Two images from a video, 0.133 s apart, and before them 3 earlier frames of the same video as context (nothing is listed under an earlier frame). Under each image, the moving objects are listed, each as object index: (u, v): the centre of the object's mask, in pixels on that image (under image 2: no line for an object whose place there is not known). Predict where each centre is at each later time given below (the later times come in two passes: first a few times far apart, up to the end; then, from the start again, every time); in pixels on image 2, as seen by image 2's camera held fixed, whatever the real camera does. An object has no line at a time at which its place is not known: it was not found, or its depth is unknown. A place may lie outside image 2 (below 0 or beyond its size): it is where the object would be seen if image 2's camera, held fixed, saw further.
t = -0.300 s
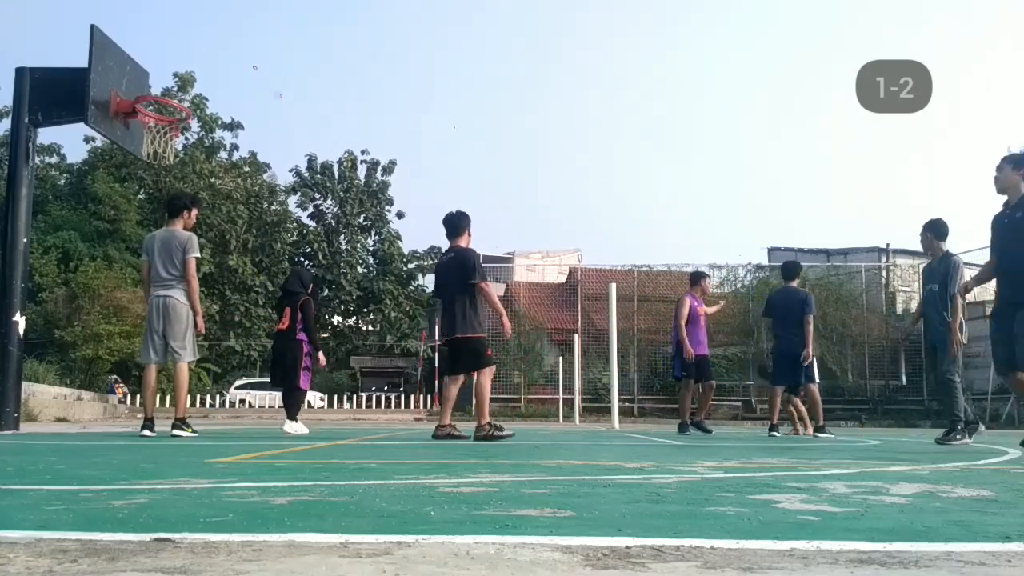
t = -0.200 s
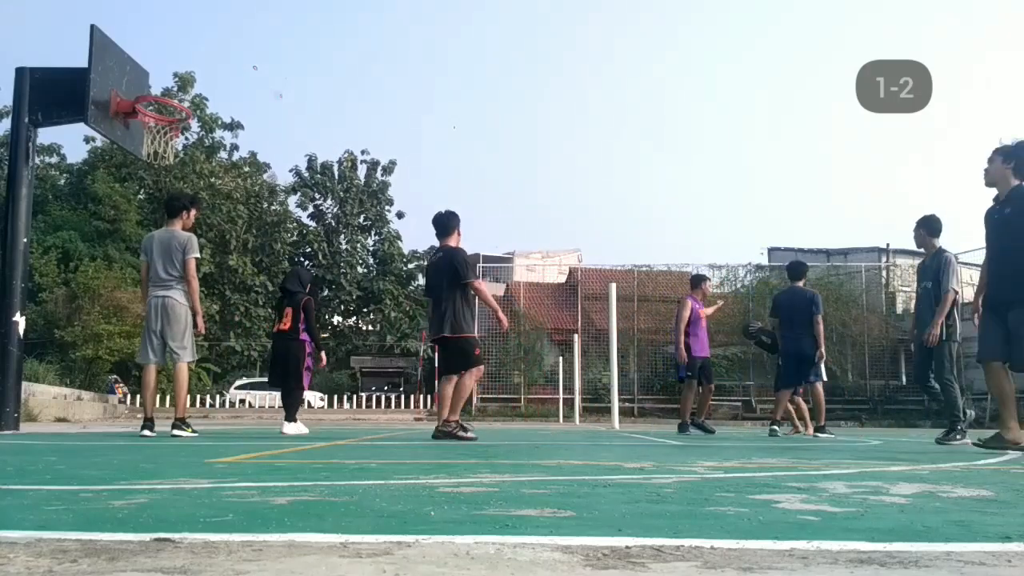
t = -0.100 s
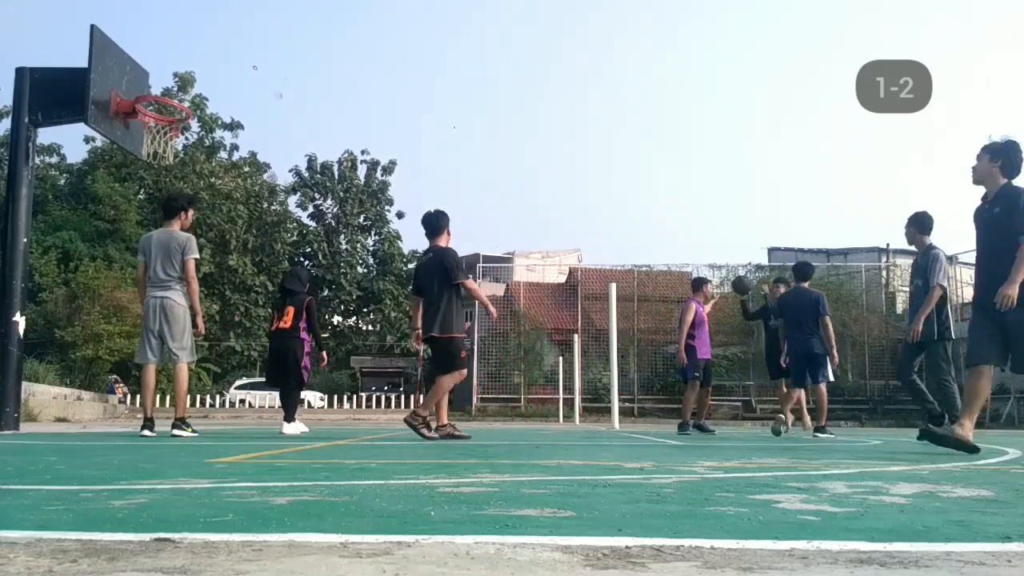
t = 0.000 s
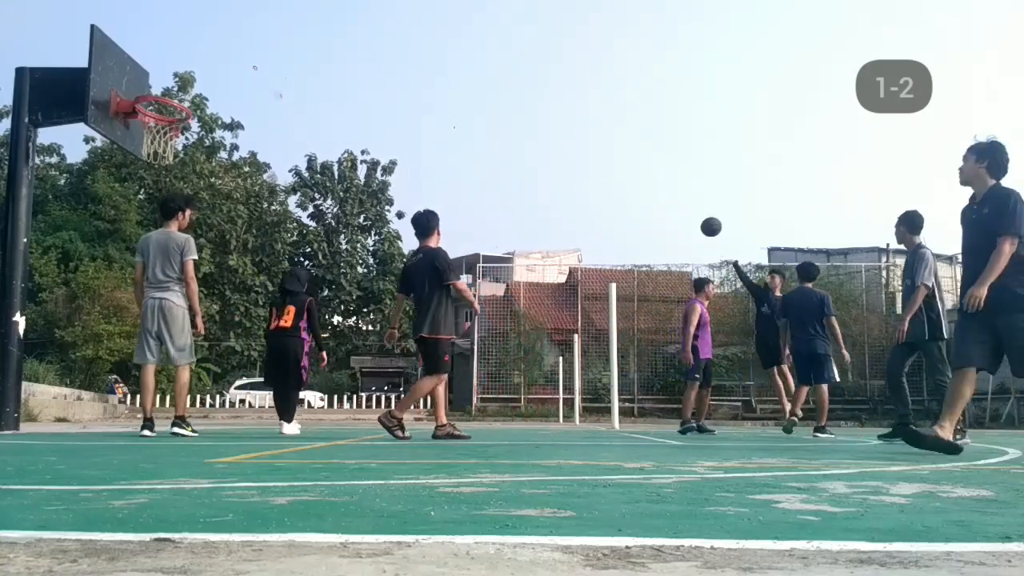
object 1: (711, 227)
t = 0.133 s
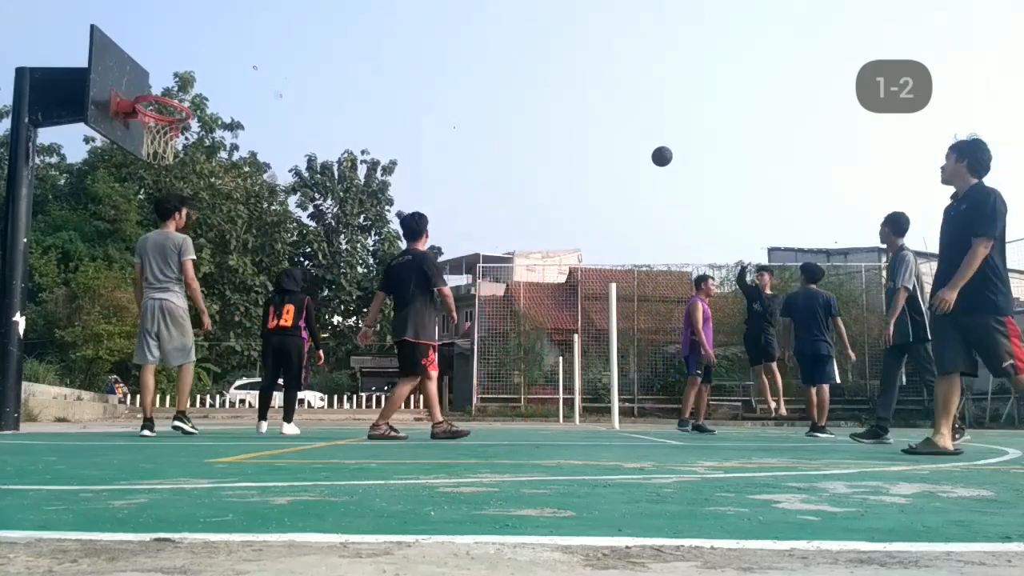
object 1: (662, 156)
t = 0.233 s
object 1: (624, 111)
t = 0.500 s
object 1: (521, 22)
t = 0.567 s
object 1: (494, 9)
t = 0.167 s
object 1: (649, 140)
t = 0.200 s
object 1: (637, 125)
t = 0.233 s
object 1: (624, 111)
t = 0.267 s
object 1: (612, 97)
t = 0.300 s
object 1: (599, 84)
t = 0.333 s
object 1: (586, 71)
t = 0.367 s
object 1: (574, 60)
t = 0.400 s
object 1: (561, 49)
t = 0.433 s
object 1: (548, 39)
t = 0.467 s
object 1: (535, 30)
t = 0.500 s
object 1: (521, 22)
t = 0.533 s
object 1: (508, 14)
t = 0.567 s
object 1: (494, 9)
